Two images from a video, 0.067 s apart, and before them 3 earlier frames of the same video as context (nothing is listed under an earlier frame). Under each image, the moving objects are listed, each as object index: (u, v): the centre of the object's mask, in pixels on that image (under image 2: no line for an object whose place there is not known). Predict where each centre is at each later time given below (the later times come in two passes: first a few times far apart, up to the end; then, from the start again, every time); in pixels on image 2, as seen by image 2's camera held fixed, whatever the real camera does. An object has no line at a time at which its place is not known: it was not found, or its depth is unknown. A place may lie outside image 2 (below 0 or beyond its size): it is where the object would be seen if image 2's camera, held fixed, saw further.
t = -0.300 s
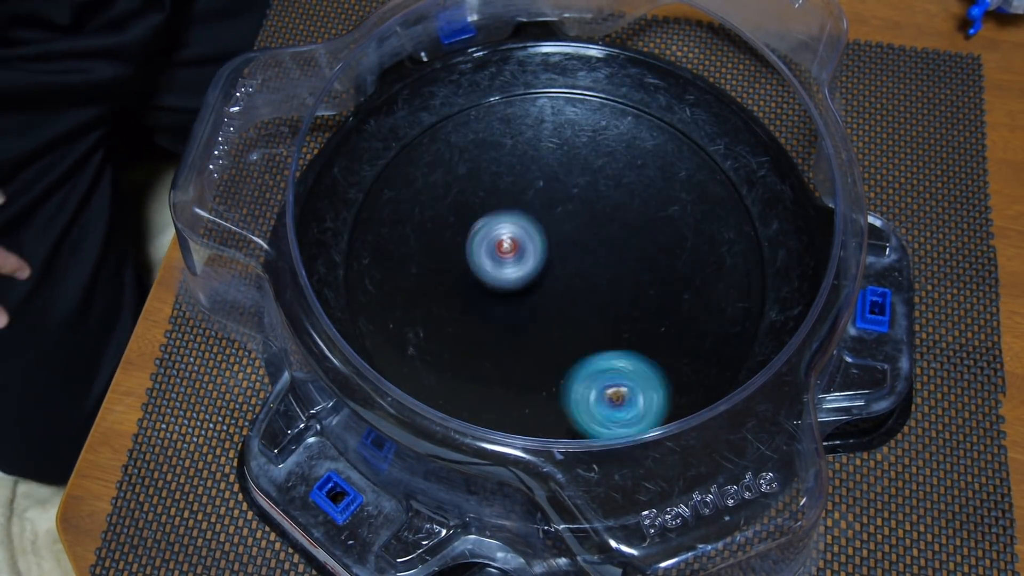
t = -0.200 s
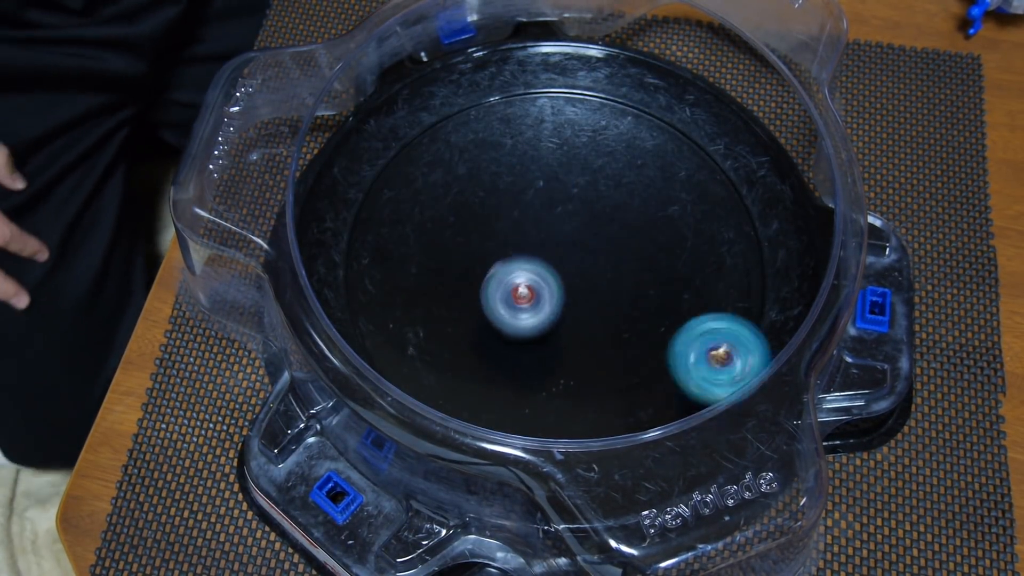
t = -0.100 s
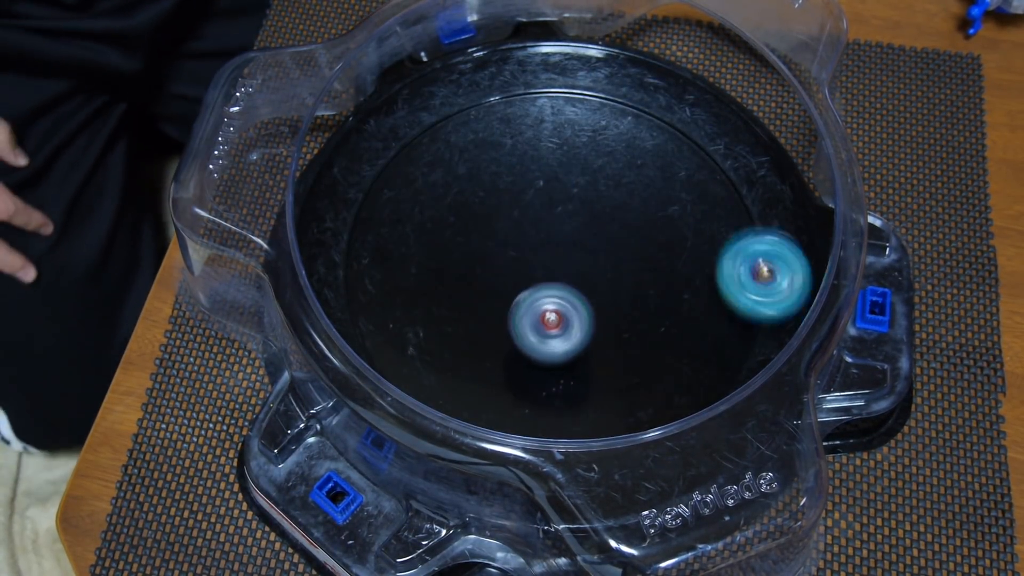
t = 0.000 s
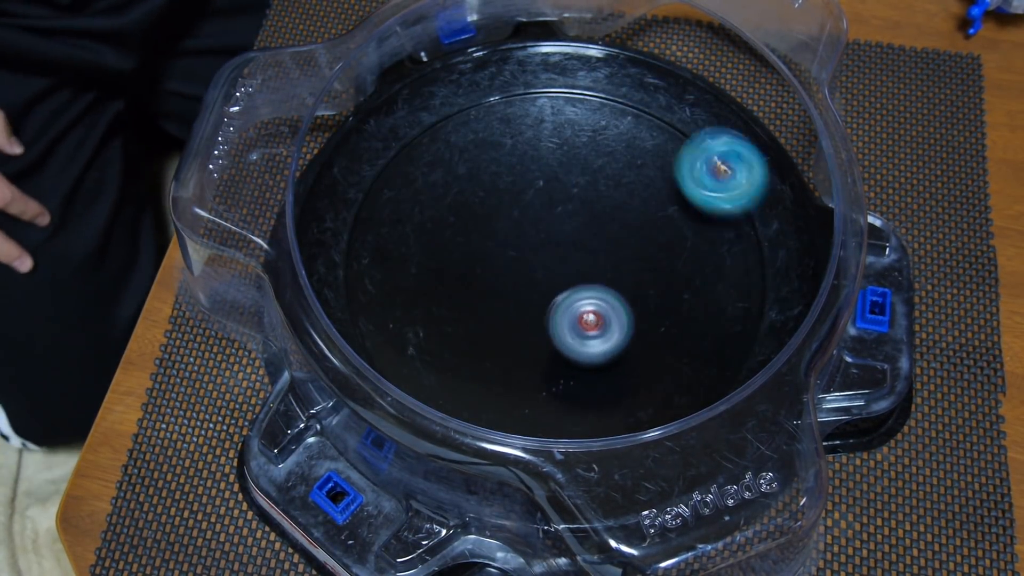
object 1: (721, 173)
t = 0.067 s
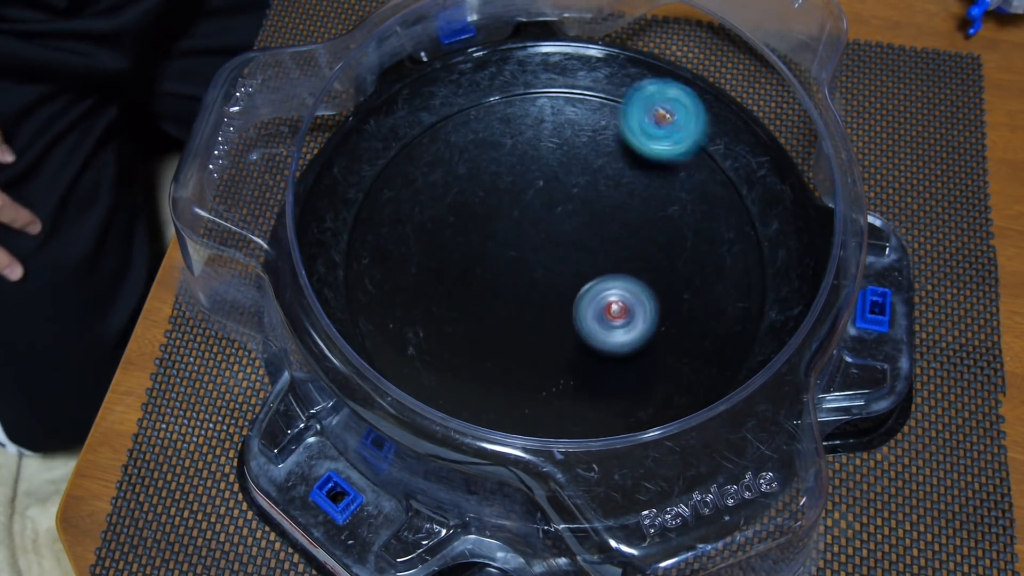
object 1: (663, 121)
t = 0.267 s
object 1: (448, 116)
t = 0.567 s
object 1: (464, 381)
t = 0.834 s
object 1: (708, 313)
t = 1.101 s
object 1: (612, 140)
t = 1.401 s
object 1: (450, 234)
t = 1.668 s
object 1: (541, 324)
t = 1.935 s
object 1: (634, 274)
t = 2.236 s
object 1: (572, 190)
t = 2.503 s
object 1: (490, 247)
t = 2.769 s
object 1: (560, 321)
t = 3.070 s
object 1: (680, 229)
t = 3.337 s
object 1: (634, 122)
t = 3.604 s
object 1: (511, 206)
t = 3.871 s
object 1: (488, 308)
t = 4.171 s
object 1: (596, 345)
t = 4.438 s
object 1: (644, 247)
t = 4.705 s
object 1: (559, 189)
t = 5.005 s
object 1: (531, 221)
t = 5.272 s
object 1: (576, 189)
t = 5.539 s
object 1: (581, 204)
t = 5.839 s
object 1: (605, 205)
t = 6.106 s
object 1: (612, 239)
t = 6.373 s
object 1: (688, 194)
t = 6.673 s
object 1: (637, 182)
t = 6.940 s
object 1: (572, 324)
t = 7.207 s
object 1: (587, 408)
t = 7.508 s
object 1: (504, 325)
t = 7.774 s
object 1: (496, 180)
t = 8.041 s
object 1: (570, 131)
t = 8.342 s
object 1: (681, 233)
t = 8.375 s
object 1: (691, 243)
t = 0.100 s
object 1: (630, 103)
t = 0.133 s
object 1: (593, 93)
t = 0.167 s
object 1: (552, 89)
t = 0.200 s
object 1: (514, 91)
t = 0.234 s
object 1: (479, 100)
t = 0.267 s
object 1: (448, 116)
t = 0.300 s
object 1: (420, 138)
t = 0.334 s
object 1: (399, 164)
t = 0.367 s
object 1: (384, 196)
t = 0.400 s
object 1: (376, 230)
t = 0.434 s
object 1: (377, 267)
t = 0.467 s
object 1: (387, 301)
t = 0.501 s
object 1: (405, 333)
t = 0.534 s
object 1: (431, 361)
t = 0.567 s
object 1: (464, 381)
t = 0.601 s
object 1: (497, 394)
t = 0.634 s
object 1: (535, 401)
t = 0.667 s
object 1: (573, 402)
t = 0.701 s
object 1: (608, 397)
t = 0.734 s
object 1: (643, 384)
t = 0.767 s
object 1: (671, 365)
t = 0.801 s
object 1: (693, 341)
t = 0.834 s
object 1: (708, 313)
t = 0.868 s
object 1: (716, 286)
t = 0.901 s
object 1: (717, 256)
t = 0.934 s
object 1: (712, 229)
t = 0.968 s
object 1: (701, 204)
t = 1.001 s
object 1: (684, 182)
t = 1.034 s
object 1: (663, 164)
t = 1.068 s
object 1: (638, 149)
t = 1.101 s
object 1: (612, 140)
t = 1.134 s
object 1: (584, 135)
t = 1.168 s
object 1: (555, 134)
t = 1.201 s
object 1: (531, 138)
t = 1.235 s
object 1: (507, 148)
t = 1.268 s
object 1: (487, 161)
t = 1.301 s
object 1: (471, 177)
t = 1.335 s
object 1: (458, 196)
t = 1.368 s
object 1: (452, 214)
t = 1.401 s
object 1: (450, 234)
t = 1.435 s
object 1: (453, 254)
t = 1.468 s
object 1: (460, 270)
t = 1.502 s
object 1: (469, 286)
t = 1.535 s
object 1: (481, 299)
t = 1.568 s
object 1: (495, 309)
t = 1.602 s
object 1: (510, 317)
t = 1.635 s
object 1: (525, 322)
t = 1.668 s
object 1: (541, 324)
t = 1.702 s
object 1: (557, 325)
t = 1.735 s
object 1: (572, 323)
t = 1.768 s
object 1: (586, 319)
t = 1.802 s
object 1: (600, 314)
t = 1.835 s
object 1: (612, 305)
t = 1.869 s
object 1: (621, 296)
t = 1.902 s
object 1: (629, 284)
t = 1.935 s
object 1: (634, 274)
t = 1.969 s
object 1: (637, 260)
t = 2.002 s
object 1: (636, 248)
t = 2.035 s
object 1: (633, 234)
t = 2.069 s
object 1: (628, 223)
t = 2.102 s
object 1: (620, 212)
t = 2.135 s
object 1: (609, 204)
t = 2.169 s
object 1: (598, 197)
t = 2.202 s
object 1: (585, 192)
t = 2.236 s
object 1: (572, 190)
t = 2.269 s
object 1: (557, 190)
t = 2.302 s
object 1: (543, 192)
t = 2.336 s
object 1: (529, 196)
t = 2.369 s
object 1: (518, 203)
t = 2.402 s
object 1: (507, 212)
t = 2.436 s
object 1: (499, 222)
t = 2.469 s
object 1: (493, 234)
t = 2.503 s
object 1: (490, 247)
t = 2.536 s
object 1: (490, 260)
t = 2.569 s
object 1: (493, 273)
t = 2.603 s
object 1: (499, 285)
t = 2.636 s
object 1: (508, 296)
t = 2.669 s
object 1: (518, 305)
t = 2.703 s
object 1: (531, 313)
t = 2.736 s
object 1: (545, 318)
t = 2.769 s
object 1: (560, 321)
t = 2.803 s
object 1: (575, 320)
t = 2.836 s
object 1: (589, 319)
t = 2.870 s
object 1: (603, 313)
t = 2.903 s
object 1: (615, 307)
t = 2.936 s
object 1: (625, 297)
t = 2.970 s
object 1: (633, 287)
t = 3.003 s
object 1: (641, 273)
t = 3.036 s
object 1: (662, 252)
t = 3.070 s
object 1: (680, 229)
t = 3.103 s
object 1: (691, 206)
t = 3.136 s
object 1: (697, 189)
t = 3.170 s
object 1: (696, 170)
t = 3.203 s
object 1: (690, 156)
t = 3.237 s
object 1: (679, 143)
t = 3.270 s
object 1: (666, 132)
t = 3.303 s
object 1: (651, 127)
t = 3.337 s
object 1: (634, 122)
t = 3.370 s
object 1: (619, 121)
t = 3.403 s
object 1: (600, 124)
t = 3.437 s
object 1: (580, 129)
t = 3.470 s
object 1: (561, 138)
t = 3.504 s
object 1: (544, 151)
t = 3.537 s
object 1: (530, 167)
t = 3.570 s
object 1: (519, 187)
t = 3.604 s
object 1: (511, 206)
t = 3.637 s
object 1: (505, 227)
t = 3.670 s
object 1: (494, 241)
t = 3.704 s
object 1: (482, 253)
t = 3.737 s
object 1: (474, 265)
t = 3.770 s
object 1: (473, 276)
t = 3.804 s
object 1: (475, 287)
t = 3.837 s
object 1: (480, 299)
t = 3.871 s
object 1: (488, 308)
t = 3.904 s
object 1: (497, 318)
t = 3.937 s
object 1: (506, 326)
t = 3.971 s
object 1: (517, 334)
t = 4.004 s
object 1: (528, 341)
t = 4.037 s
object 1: (540, 346)
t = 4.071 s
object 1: (553, 349)
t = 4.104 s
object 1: (567, 351)
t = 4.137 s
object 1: (582, 349)
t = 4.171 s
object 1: (596, 345)
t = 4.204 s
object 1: (608, 337)
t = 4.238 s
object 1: (619, 326)
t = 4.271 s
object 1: (628, 312)
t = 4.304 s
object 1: (631, 297)
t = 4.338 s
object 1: (632, 281)
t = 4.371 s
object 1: (640, 270)
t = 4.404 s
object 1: (644, 260)
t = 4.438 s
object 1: (644, 247)
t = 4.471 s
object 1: (640, 235)
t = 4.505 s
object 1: (634, 225)
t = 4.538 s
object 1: (623, 215)
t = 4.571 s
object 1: (609, 206)
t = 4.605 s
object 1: (595, 199)
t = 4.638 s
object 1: (579, 196)
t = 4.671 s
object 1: (565, 193)
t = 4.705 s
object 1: (559, 189)
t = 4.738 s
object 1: (552, 188)
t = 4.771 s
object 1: (543, 191)
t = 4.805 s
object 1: (533, 196)
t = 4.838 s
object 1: (525, 203)
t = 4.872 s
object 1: (519, 212)
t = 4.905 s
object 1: (514, 223)
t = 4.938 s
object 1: (516, 231)
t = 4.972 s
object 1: (523, 225)
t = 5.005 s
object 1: (531, 221)
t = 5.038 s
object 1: (539, 216)
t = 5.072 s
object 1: (547, 212)
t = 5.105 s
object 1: (554, 208)
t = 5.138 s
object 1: (559, 204)
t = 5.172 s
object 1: (565, 200)
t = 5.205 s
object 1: (569, 195)
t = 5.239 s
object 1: (573, 192)
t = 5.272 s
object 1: (576, 189)
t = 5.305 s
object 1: (578, 187)
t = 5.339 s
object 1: (580, 186)
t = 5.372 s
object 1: (580, 185)
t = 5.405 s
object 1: (580, 186)
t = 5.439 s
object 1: (580, 187)
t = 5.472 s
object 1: (580, 192)
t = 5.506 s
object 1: (581, 197)
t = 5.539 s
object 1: (581, 204)
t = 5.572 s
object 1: (582, 211)
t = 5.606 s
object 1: (584, 214)
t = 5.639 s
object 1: (589, 205)
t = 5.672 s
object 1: (594, 200)
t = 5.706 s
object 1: (597, 199)
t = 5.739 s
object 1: (600, 199)
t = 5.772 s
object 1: (603, 200)
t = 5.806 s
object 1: (604, 202)
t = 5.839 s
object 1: (605, 205)
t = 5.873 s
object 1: (606, 209)
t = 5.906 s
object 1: (606, 214)
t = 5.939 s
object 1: (607, 220)
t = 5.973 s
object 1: (607, 226)
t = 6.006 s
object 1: (608, 232)
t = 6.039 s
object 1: (608, 238)
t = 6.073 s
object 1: (611, 238)
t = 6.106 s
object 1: (612, 239)
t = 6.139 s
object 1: (613, 240)
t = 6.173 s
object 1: (614, 242)
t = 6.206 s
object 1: (613, 244)
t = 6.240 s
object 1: (617, 245)
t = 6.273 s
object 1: (643, 230)
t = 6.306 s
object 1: (665, 215)
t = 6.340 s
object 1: (680, 204)
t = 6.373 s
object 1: (688, 194)
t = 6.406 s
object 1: (693, 186)
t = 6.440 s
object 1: (694, 180)
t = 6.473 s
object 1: (694, 175)
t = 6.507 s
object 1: (691, 170)
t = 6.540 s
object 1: (685, 166)
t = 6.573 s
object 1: (675, 165)
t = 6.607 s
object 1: (663, 168)
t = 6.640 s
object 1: (651, 174)
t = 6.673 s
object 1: (637, 182)
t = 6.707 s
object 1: (624, 192)
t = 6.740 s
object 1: (611, 204)
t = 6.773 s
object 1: (598, 216)
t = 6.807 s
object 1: (586, 229)
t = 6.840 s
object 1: (574, 242)
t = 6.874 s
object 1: (565, 255)
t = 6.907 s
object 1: (567, 287)
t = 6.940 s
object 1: (572, 324)
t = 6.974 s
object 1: (580, 355)
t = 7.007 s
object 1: (585, 389)
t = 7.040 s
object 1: (590, 404)
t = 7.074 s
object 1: (593, 423)
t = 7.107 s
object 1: (592, 429)
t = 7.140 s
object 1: (593, 426)
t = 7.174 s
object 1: (590, 413)
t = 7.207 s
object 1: (587, 408)
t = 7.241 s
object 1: (583, 397)
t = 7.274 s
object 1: (577, 384)
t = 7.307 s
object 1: (566, 384)
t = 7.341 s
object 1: (550, 383)
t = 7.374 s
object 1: (541, 375)
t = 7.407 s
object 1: (530, 367)
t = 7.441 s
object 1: (521, 355)
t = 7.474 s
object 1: (512, 342)
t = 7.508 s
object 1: (504, 325)
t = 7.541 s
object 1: (497, 309)
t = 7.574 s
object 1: (491, 289)
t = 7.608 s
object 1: (487, 270)
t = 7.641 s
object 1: (484, 249)
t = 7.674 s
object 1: (486, 230)
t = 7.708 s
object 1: (486, 212)
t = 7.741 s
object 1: (490, 195)
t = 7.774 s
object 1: (496, 180)
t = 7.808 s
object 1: (504, 163)
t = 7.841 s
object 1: (512, 151)
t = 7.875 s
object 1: (519, 141)
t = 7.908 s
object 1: (530, 134)
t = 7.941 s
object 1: (540, 130)
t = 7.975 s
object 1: (551, 127)
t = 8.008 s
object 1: (561, 128)
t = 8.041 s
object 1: (570, 131)
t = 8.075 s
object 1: (581, 135)
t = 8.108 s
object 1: (590, 143)
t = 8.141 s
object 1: (600, 151)
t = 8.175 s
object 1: (610, 162)
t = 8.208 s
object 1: (619, 174)
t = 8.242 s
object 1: (628, 188)
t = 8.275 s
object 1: (646, 199)
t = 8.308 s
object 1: (669, 214)
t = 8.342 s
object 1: (681, 233)
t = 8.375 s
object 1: (691, 243)
